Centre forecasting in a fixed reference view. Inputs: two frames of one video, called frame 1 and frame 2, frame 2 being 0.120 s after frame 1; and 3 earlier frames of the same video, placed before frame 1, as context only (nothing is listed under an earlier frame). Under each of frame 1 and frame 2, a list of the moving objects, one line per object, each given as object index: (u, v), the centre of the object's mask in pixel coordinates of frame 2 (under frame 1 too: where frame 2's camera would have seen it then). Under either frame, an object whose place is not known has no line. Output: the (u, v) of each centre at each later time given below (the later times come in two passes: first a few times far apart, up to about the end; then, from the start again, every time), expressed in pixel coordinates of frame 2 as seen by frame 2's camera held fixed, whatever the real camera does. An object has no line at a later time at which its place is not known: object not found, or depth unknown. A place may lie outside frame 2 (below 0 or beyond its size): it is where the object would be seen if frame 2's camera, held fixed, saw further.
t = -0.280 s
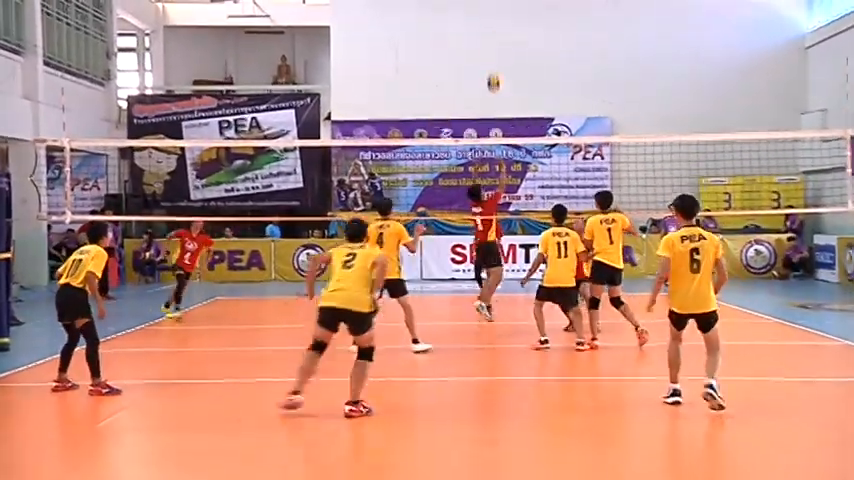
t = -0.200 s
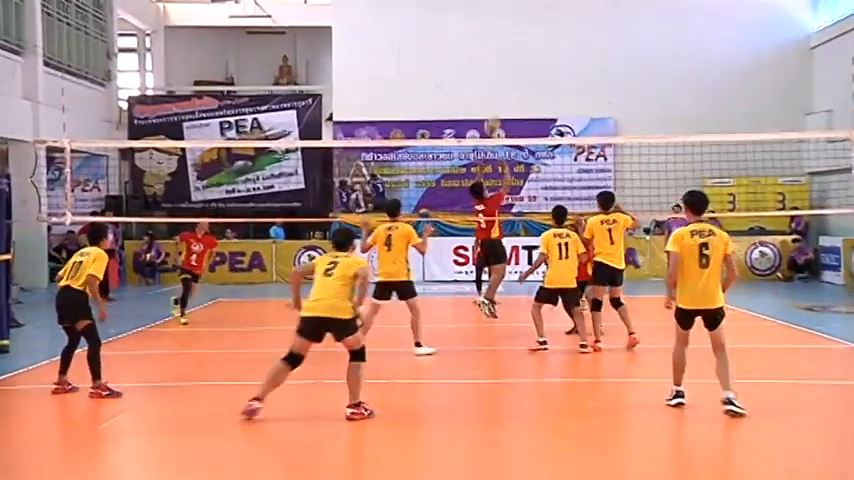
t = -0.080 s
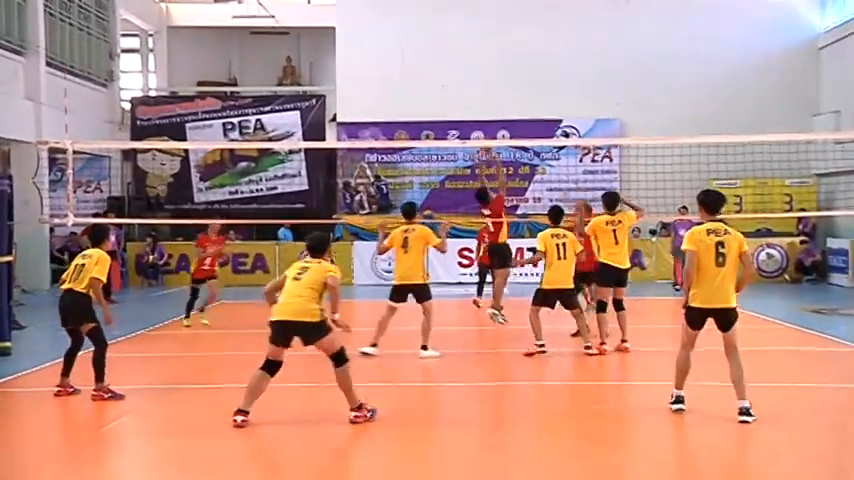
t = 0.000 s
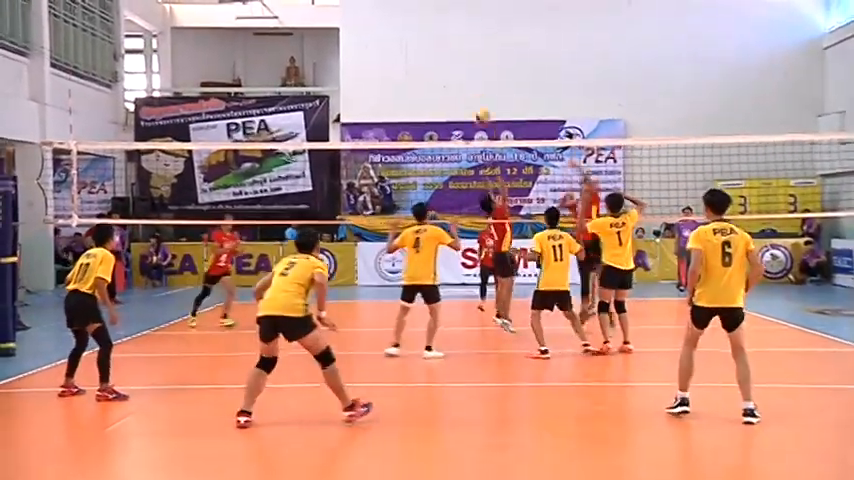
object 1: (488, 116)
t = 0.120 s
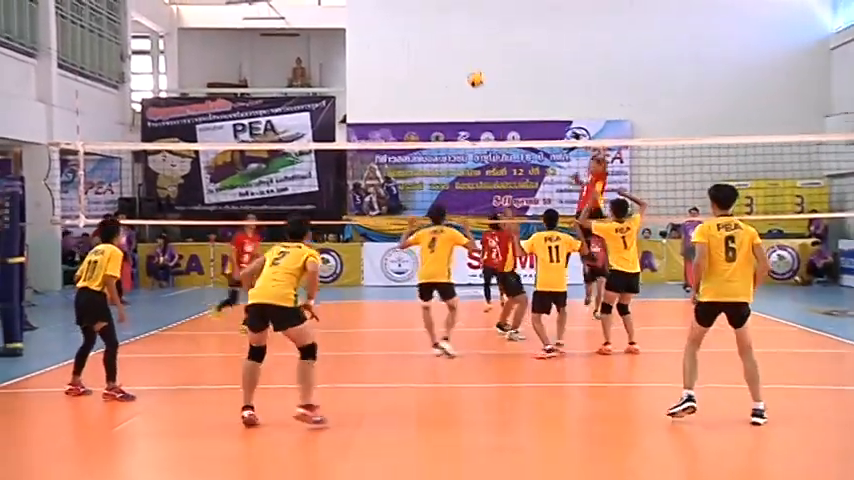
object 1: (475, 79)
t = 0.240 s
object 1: (463, 52)
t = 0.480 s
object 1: (439, 33)
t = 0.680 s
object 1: (419, 50)
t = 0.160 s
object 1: (471, 69)
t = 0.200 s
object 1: (467, 60)
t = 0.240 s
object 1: (463, 52)
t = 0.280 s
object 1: (458, 45)
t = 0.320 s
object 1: (454, 40)
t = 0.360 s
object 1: (450, 37)
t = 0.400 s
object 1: (447, 34)
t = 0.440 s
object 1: (443, 33)
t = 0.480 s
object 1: (439, 33)
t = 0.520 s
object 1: (435, 34)
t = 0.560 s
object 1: (431, 36)
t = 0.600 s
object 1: (427, 39)
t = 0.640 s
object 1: (423, 43)
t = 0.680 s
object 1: (419, 50)
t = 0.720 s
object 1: (415, 57)
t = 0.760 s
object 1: (411, 65)
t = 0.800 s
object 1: (407, 74)
